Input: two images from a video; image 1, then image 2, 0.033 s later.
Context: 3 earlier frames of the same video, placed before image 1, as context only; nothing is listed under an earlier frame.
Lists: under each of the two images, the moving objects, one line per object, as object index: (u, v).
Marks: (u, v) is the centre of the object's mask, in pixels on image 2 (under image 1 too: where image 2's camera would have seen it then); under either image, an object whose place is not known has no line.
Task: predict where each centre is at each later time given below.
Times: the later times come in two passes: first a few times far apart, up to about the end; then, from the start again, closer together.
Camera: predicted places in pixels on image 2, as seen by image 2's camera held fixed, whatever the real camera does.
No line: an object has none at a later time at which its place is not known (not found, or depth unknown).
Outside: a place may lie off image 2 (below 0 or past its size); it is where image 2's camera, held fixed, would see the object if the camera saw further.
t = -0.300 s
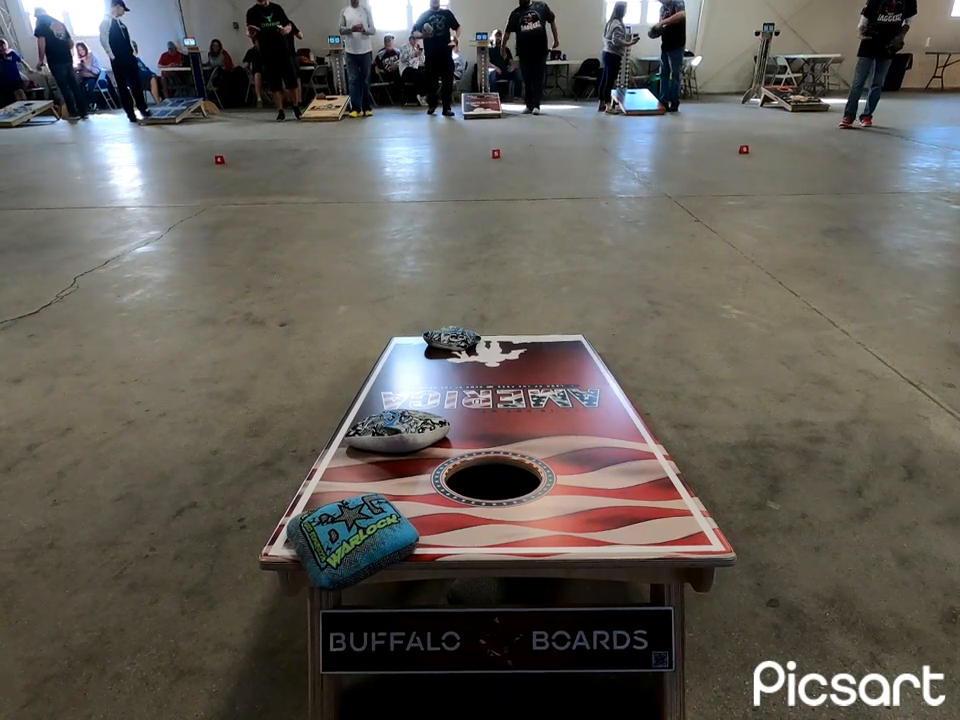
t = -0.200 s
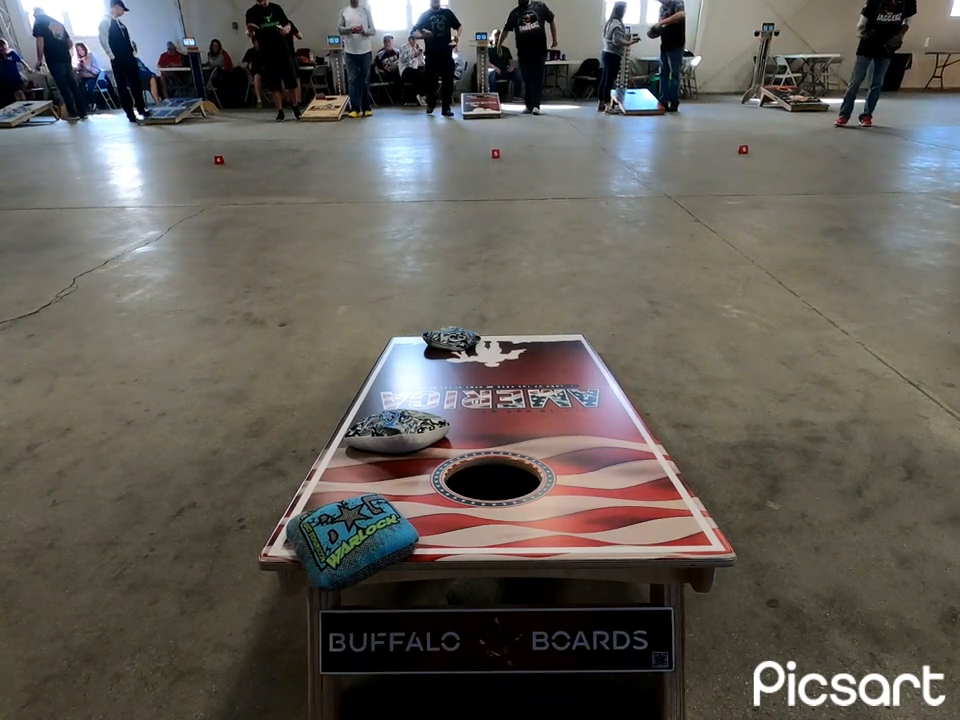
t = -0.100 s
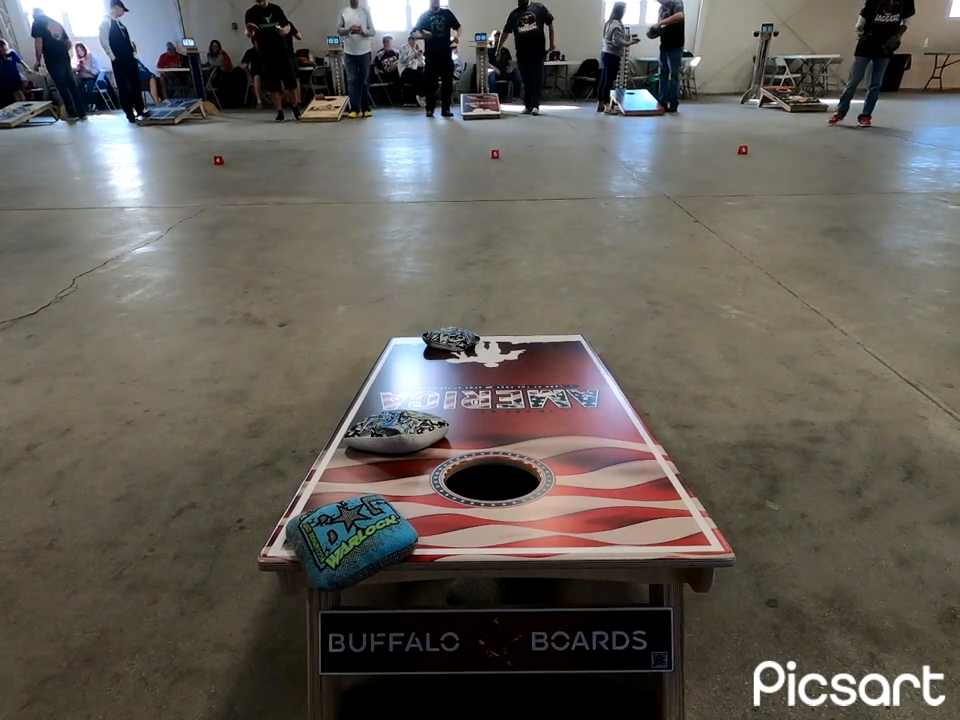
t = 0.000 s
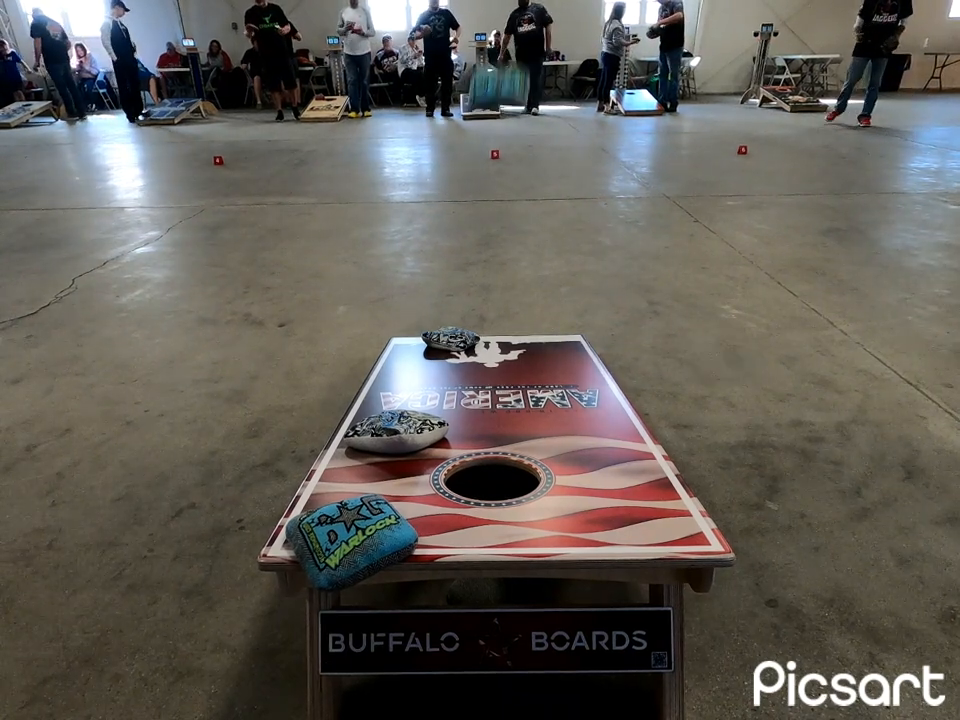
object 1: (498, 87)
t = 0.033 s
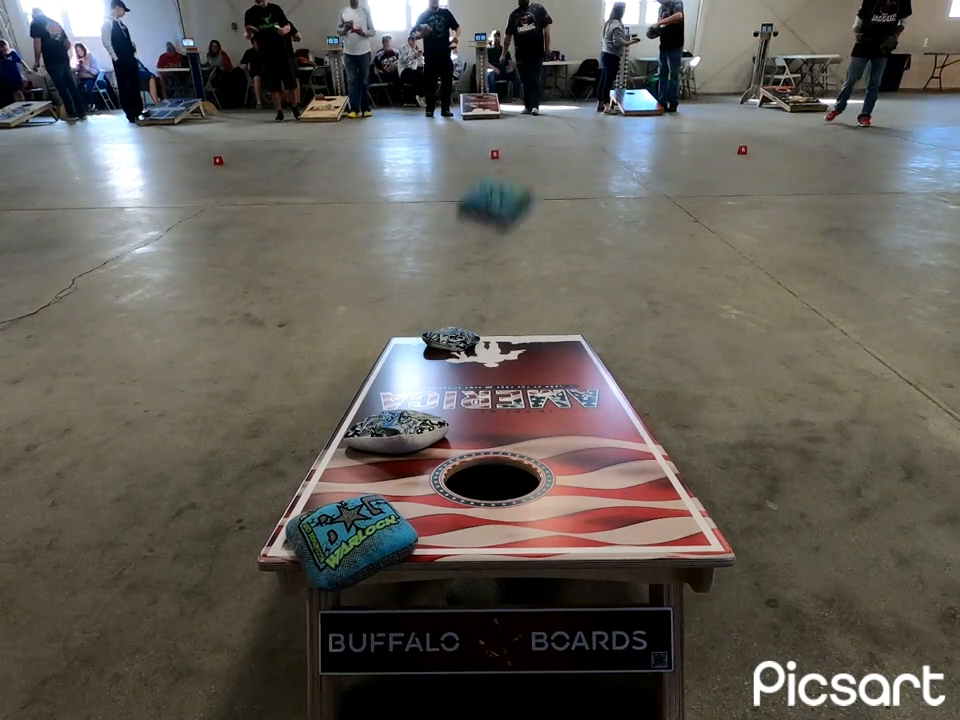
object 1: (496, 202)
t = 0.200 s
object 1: (470, 452)
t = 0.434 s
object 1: (473, 522)
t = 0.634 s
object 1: (486, 531)
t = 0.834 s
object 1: (486, 531)
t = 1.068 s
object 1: (486, 531)
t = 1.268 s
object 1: (487, 531)
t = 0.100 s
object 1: (487, 409)
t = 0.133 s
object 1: (482, 418)
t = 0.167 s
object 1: (475, 433)
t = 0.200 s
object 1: (470, 452)
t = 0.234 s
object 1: (464, 483)
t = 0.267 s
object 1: (458, 504)
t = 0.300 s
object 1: (461, 504)
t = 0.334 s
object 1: (462, 506)
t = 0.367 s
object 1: (465, 510)
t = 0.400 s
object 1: (469, 516)
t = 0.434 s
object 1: (473, 522)
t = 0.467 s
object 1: (477, 527)
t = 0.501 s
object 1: (480, 530)
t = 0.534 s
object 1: (482, 531)
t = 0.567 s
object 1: (484, 531)
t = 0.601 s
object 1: (485, 531)
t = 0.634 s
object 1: (486, 531)
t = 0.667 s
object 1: (486, 531)
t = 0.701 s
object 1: (486, 531)
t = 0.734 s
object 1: (486, 531)
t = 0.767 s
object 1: (486, 531)
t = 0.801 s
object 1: (486, 531)
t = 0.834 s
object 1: (486, 531)
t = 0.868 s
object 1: (487, 531)
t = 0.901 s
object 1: (487, 531)
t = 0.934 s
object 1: (487, 531)
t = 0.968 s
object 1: (487, 531)
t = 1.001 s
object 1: (487, 531)
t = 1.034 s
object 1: (486, 531)
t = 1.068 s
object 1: (486, 531)
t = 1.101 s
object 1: (486, 531)
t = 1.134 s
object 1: (486, 531)
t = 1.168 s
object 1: (486, 531)
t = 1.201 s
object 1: (486, 531)
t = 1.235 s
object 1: (487, 531)
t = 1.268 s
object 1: (487, 531)
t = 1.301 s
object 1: (487, 531)
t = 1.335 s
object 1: (487, 531)
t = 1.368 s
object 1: (487, 531)
